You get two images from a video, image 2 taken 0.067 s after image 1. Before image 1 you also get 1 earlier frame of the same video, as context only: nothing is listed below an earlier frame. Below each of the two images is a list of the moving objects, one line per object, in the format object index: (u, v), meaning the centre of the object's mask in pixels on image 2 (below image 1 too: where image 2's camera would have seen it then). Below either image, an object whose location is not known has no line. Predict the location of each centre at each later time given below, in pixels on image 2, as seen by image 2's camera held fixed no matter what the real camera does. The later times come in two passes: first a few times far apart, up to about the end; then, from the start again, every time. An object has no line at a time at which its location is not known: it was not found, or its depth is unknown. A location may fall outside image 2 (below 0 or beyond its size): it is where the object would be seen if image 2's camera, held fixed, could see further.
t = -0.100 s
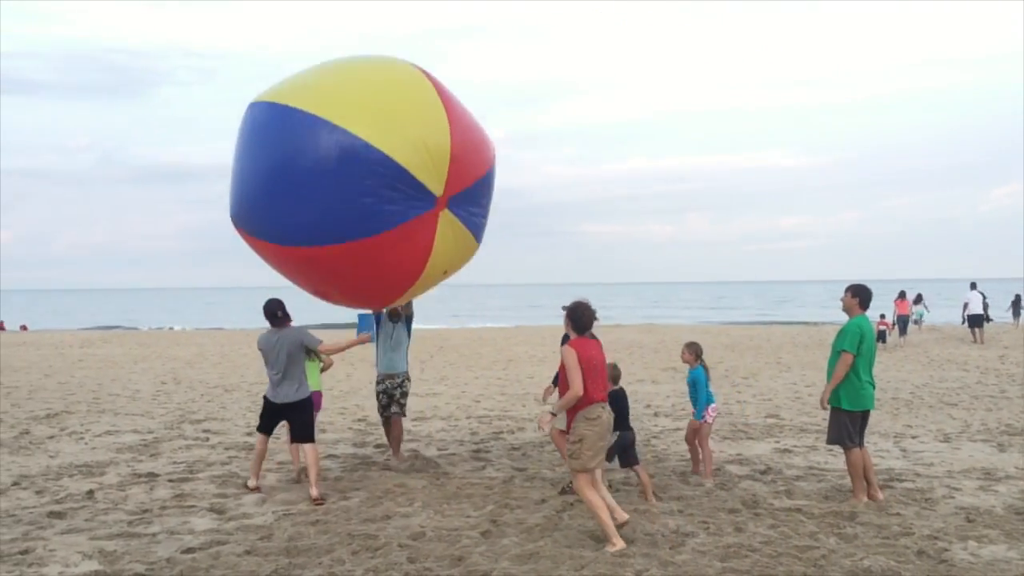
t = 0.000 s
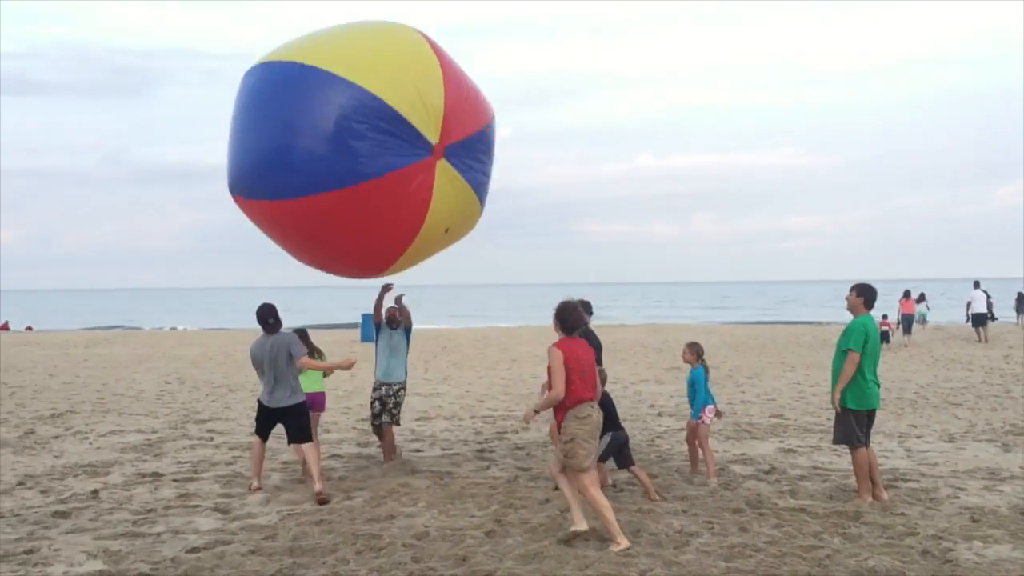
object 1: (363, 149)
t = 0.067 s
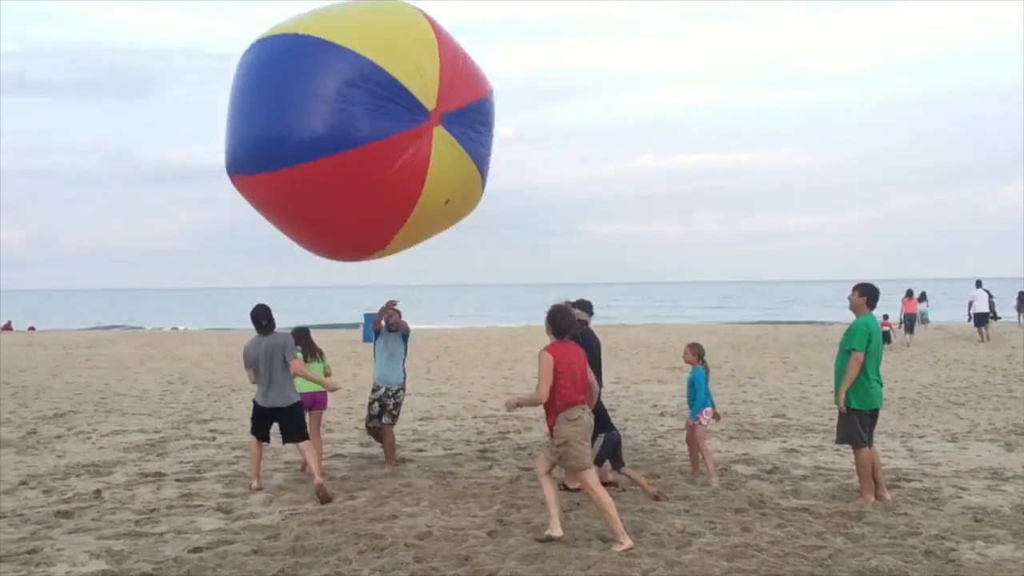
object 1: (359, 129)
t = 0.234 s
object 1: (347, 101)
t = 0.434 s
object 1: (330, 82)
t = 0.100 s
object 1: (357, 121)
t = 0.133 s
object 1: (354, 115)
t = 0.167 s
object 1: (352, 110)
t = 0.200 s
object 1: (350, 105)
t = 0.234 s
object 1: (347, 101)
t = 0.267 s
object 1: (345, 97)
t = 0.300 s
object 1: (342, 94)
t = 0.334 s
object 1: (339, 90)
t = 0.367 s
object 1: (336, 87)
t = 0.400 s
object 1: (333, 85)
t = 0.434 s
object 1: (330, 82)
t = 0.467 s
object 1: (326, 80)
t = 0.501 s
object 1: (323, 78)
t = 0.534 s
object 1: (319, 76)
